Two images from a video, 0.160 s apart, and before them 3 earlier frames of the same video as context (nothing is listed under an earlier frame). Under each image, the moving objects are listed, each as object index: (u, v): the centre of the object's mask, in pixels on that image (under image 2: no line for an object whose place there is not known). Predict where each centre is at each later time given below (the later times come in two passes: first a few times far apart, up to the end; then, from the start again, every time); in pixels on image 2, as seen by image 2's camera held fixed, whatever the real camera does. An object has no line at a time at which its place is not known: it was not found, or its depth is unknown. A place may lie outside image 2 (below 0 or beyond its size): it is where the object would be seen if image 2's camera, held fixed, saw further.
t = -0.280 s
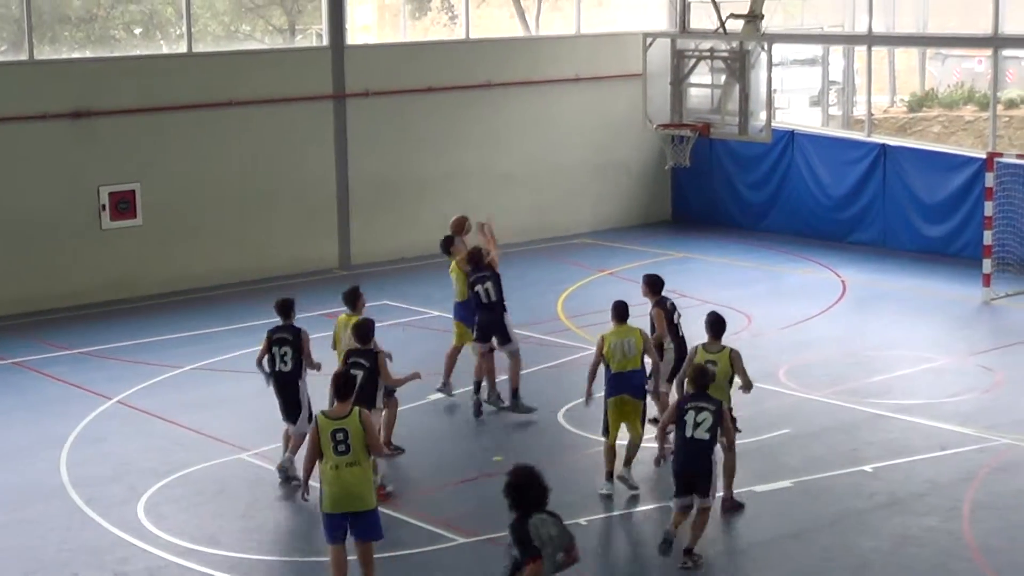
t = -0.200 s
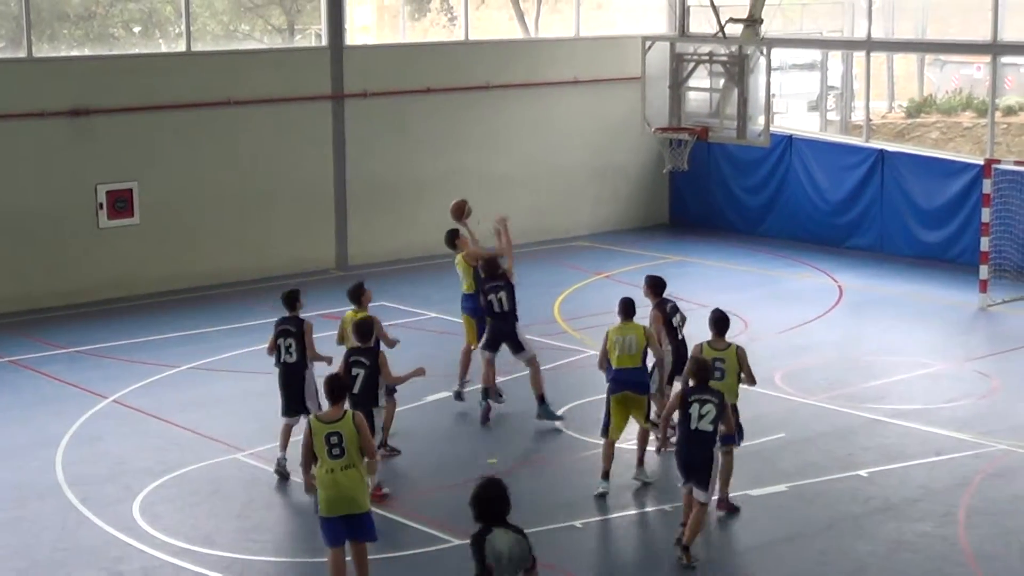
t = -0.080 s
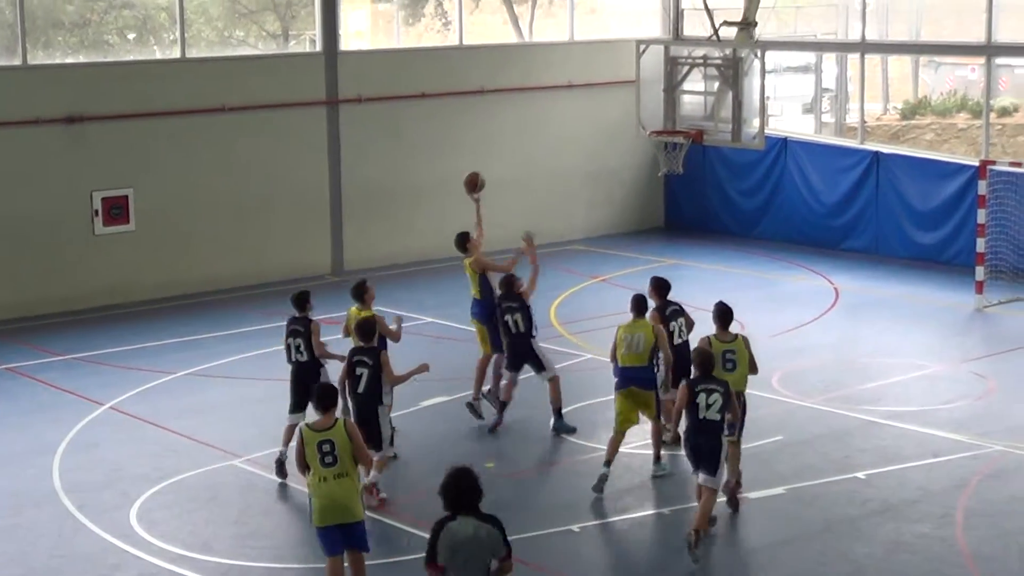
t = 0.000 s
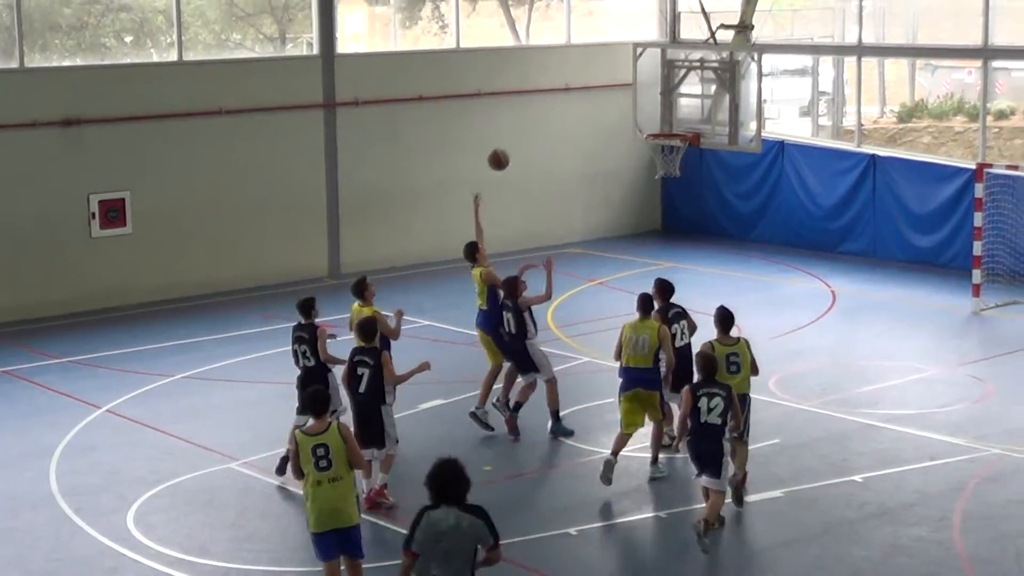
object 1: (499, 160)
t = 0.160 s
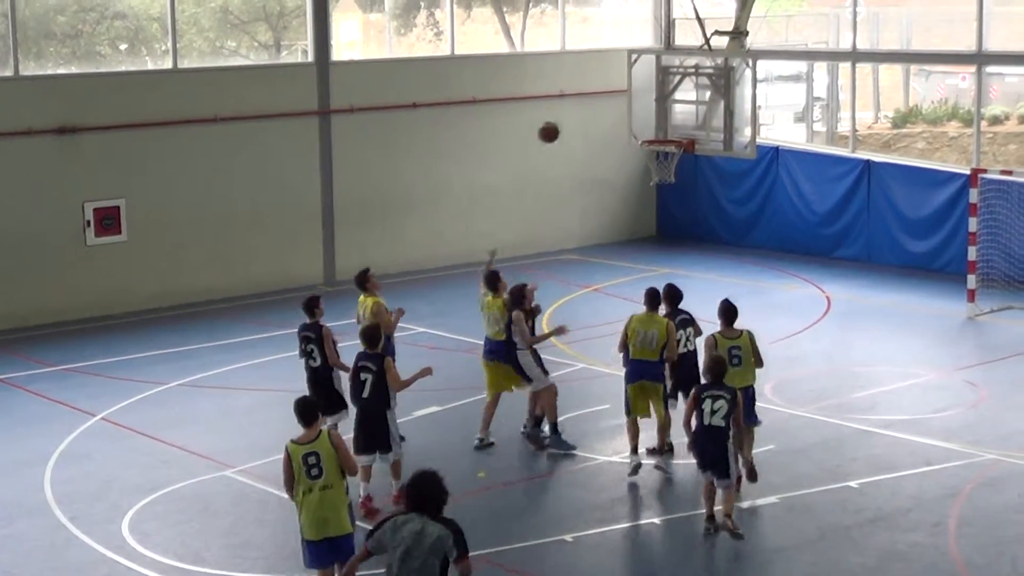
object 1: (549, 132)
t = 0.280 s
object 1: (590, 122)
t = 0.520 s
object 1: (657, 135)
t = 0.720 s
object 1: (627, 152)
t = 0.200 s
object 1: (563, 127)
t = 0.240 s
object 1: (577, 124)
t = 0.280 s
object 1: (590, 122)
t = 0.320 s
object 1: (604, 121)
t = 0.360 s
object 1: (618, 123)
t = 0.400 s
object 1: (632, 125)
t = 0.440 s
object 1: (646, 129)
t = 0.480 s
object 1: (659, 133)
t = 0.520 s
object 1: (657, 135)
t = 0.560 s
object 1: (651, 135)
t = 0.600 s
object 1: (646, 136)
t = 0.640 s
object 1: (638, 142)
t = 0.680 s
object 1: (632, 146)
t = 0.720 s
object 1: (627, 152)
